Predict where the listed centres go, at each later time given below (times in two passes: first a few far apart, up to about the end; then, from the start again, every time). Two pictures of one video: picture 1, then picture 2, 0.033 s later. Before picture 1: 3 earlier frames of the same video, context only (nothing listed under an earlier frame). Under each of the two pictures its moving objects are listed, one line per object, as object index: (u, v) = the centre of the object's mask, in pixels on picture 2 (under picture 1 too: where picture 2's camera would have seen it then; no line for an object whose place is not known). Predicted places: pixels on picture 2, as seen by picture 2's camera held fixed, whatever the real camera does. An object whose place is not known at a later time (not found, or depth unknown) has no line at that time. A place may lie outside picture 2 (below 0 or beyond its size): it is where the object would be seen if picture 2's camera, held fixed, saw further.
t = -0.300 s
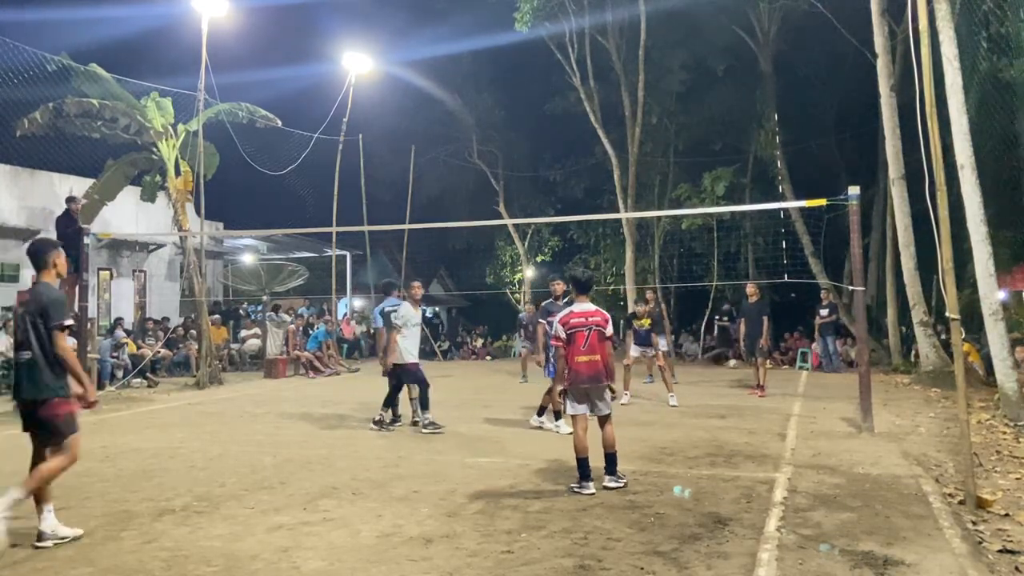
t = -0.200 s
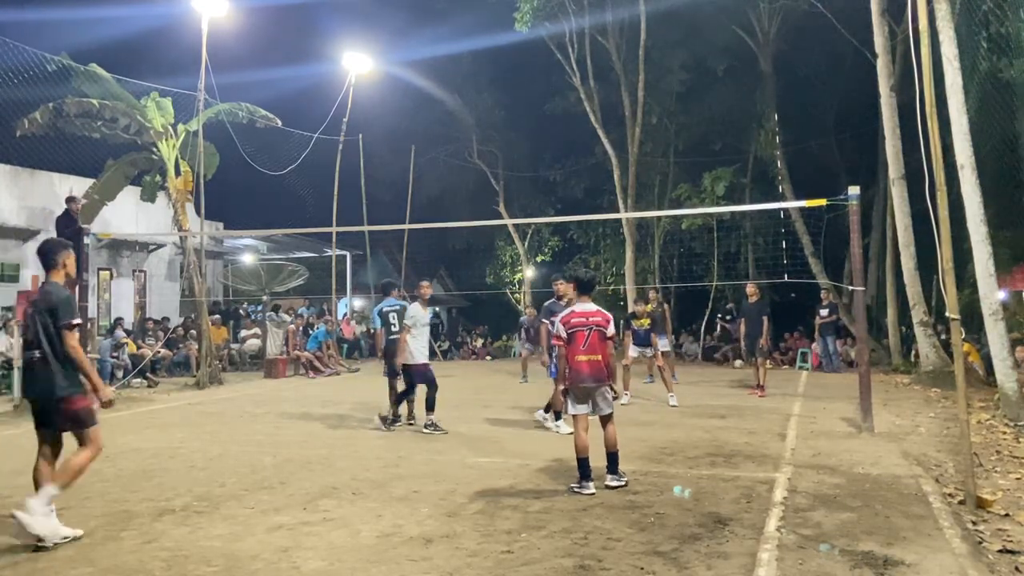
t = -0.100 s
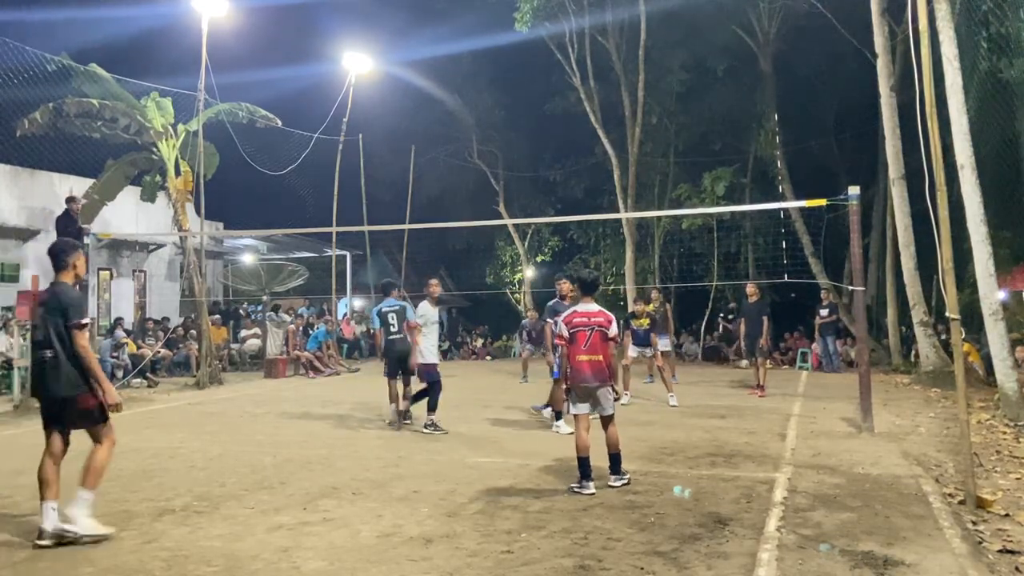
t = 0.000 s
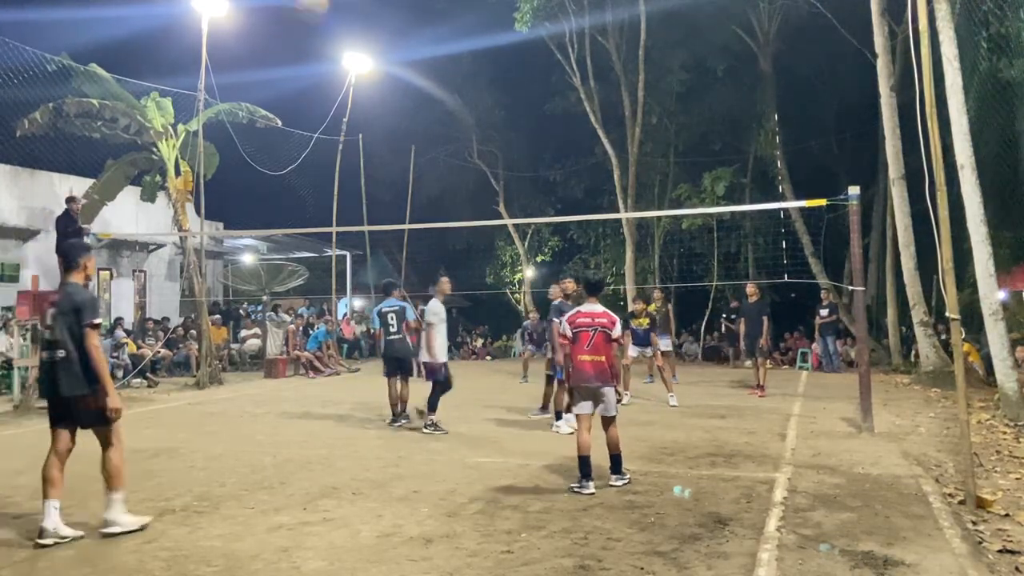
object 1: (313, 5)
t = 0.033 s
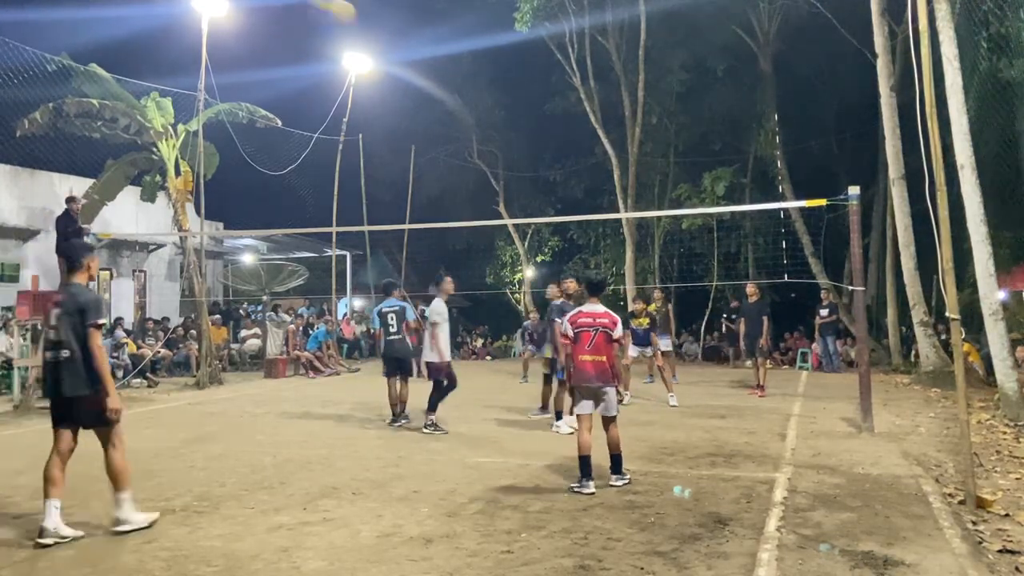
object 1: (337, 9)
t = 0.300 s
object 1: (479, 88)
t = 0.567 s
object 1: (555, 170)
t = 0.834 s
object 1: (597, 261)
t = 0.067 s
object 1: (360, 17)
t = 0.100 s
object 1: (382, 27)
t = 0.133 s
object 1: (404, 37)
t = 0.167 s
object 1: (422, 47)
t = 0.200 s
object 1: (439, 58)
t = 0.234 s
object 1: (452, 68)
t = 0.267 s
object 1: (466, 78)
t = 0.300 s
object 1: (479, 88)
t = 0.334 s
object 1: (491, 98)
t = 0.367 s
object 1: (503, 107)
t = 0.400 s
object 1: (513, 117)
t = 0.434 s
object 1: (522, 128)
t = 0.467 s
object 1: (532, 138)
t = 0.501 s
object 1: (540, 149)
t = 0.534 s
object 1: (548, 159)
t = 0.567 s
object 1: (555, 170)
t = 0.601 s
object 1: (562, 181)
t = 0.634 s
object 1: (569, 193)
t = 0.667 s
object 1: (574, 204)
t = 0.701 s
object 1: (580, 213)
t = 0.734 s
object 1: (584, 229)
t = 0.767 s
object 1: (589, 238)
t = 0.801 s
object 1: (594, 250)
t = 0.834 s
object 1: (597, 261)
